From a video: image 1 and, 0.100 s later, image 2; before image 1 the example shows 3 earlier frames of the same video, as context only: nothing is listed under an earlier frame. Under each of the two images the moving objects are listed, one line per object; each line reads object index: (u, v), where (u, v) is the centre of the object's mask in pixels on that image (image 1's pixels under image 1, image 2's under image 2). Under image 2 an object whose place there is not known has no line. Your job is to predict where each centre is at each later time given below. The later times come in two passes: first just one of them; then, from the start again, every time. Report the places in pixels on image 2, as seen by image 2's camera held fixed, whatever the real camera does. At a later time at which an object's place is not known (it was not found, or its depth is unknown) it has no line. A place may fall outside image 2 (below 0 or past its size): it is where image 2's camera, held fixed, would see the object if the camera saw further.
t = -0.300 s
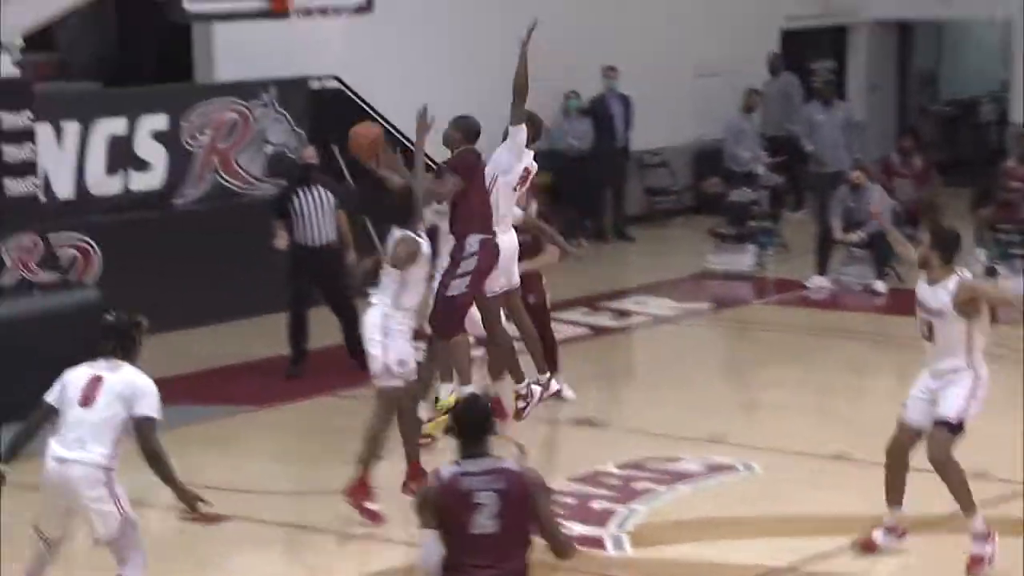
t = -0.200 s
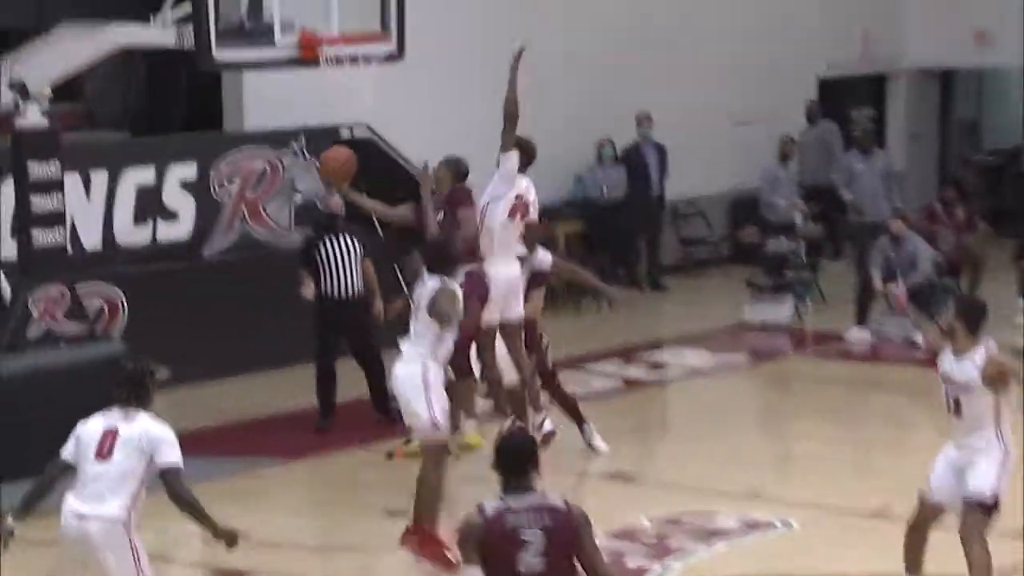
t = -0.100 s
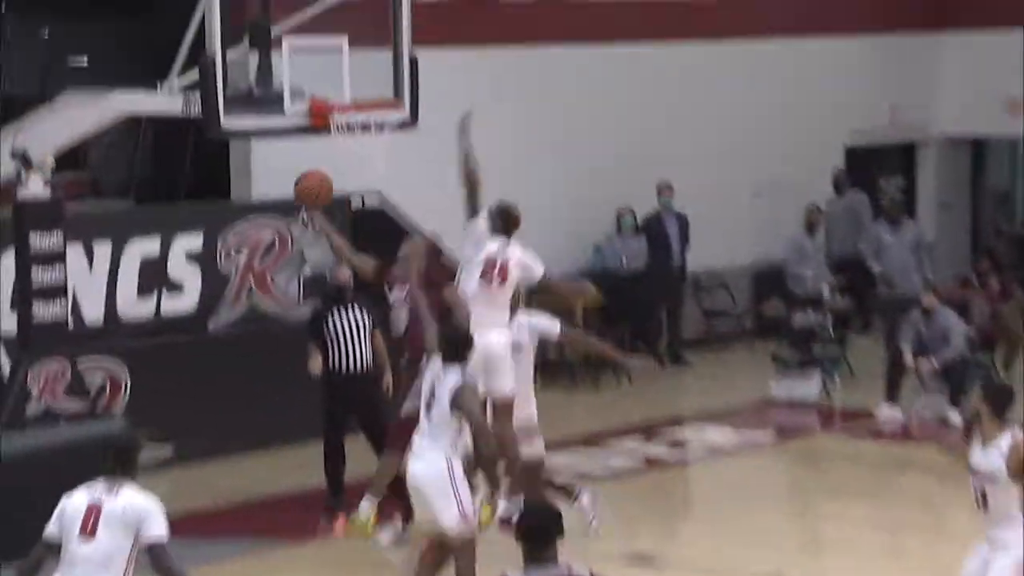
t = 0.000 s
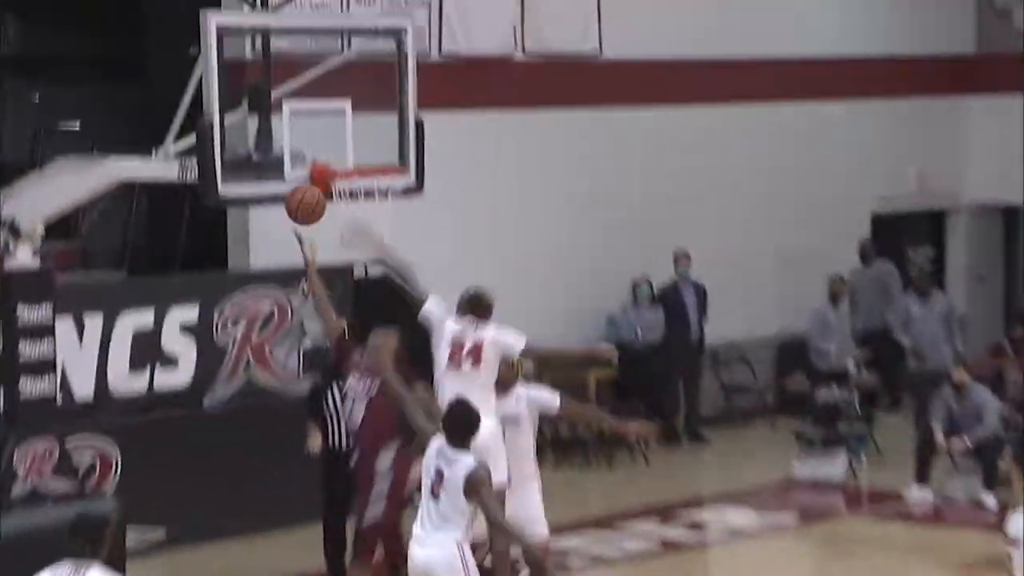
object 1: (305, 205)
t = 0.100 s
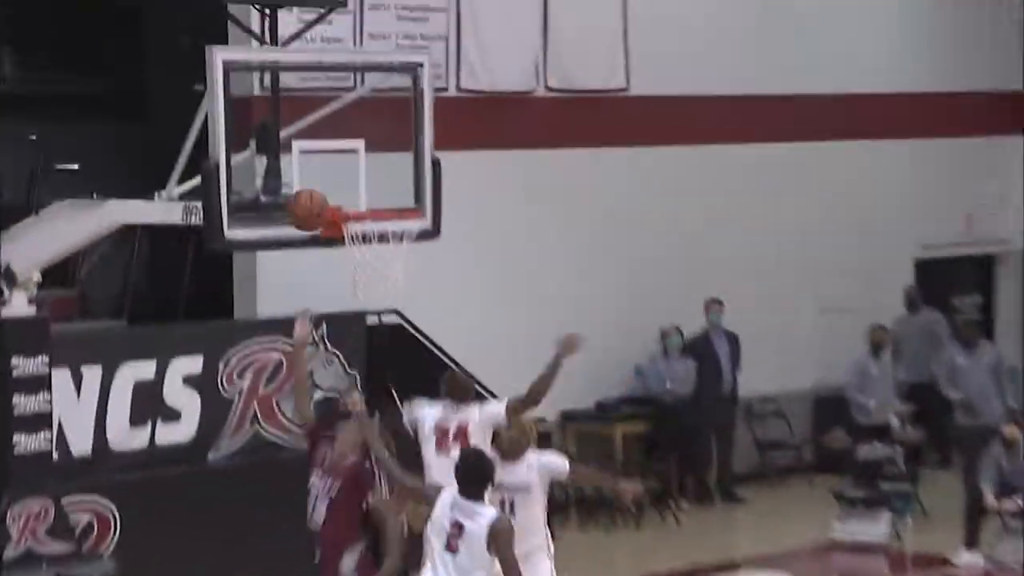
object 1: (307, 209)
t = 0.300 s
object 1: (318, 183)
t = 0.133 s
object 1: (306, 201)
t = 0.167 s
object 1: (304, 194)
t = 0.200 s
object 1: (301, 189)
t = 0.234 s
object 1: (304, 185)
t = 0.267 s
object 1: (311, 183)
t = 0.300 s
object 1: (318, 183)
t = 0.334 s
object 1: (325, 184)
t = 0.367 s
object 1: (332, 188)
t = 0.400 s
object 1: (338, 193)
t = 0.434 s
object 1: (341, 190)
